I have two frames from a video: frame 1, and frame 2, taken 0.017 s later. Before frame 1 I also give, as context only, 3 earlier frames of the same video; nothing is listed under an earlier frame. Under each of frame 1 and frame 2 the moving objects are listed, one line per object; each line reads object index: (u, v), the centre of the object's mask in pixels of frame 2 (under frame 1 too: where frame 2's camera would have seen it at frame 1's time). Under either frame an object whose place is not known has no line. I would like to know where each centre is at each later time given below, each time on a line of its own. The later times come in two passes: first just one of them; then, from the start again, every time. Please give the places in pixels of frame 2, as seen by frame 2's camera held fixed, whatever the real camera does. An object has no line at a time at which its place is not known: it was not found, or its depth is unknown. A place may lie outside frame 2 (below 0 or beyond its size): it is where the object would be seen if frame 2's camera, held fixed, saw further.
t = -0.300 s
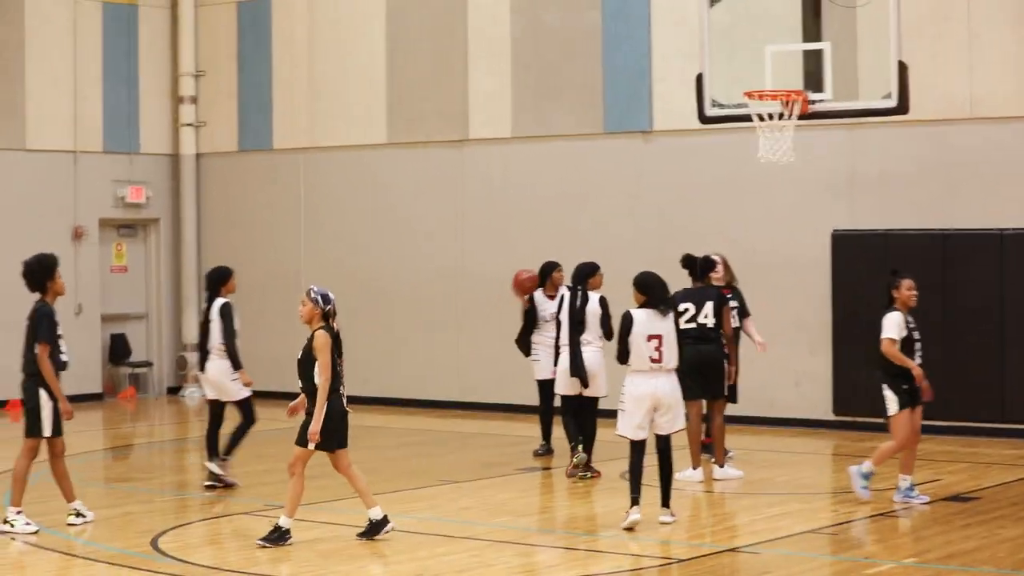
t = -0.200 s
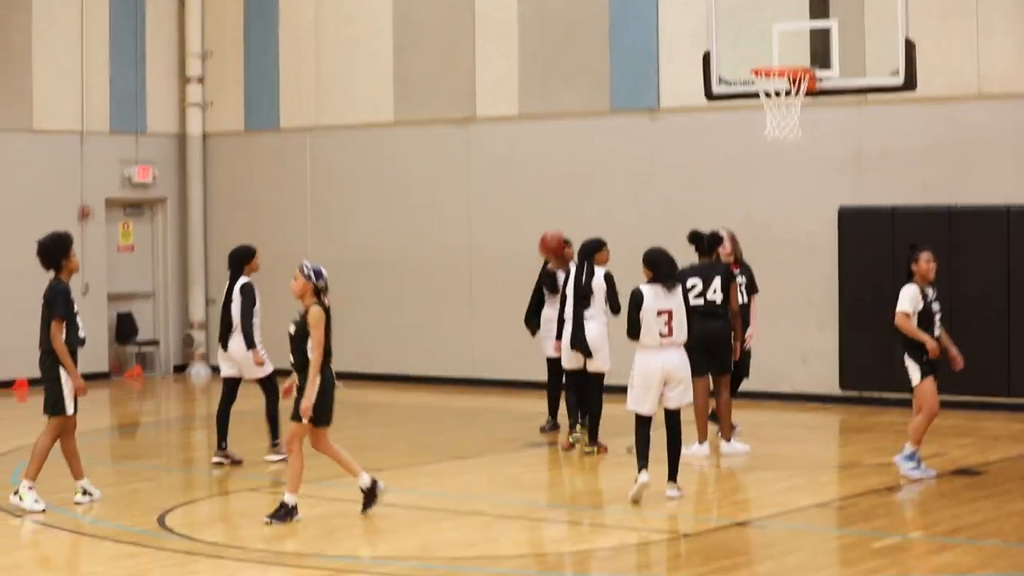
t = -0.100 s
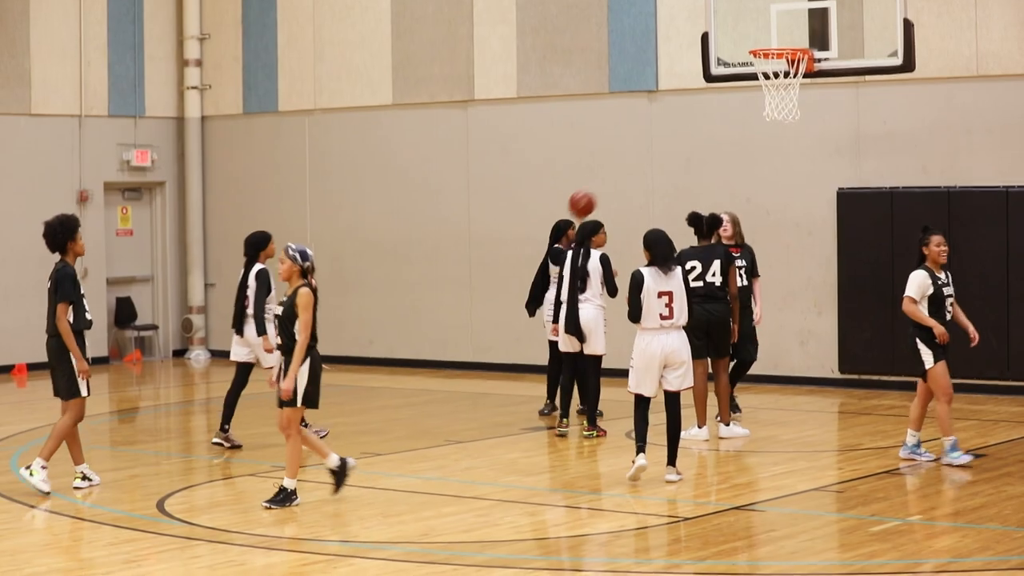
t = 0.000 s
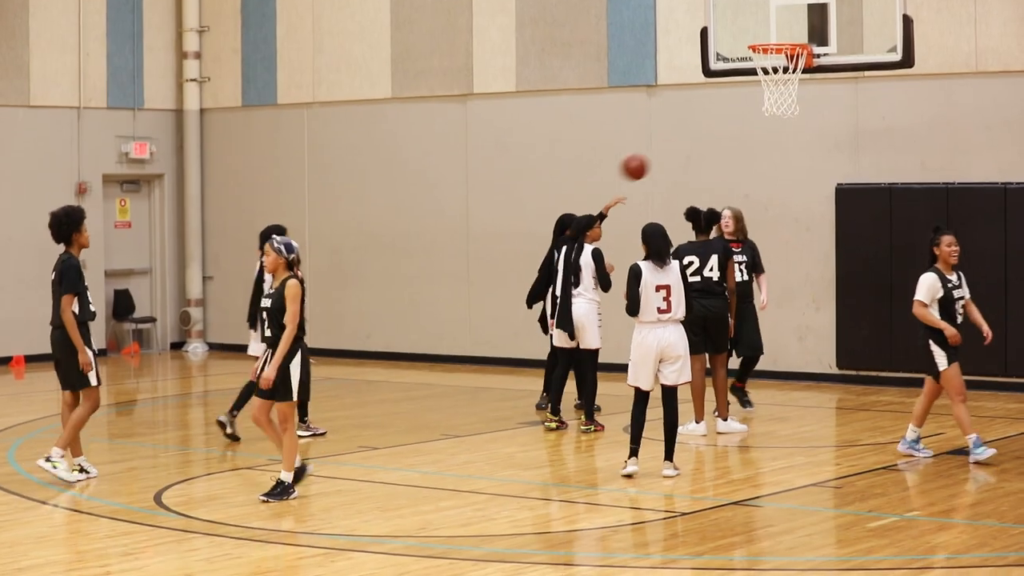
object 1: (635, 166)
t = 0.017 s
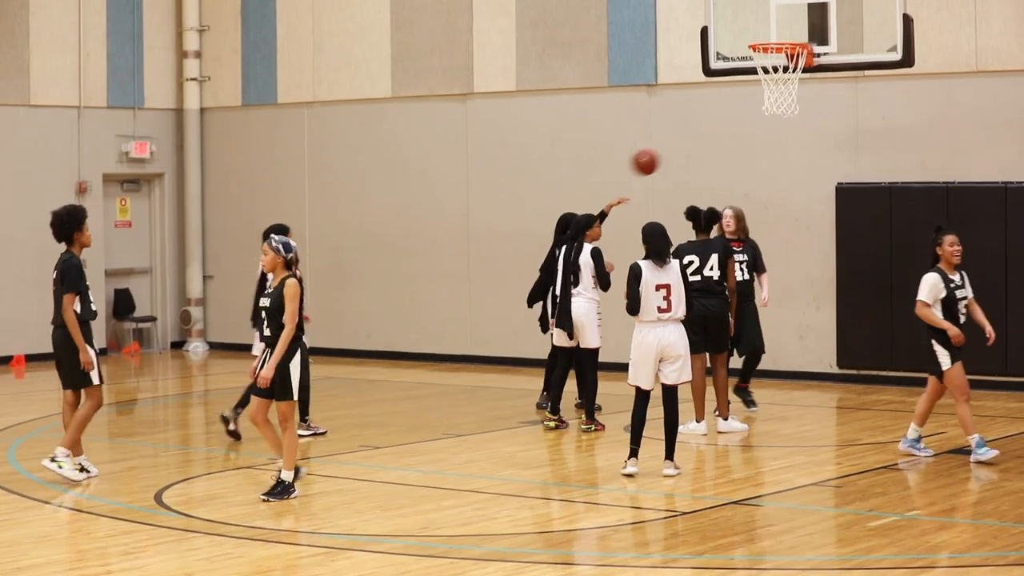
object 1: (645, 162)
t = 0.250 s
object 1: (789, 133)
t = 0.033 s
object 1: (655, 157)
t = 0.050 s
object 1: (666, 154)
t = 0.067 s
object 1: (675, 150)
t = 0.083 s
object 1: (686, 147)
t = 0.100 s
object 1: (696, 144)
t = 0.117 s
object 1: (706, 142)
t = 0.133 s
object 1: (717, 140)
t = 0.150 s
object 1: (727, 138)
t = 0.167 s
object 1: (737, 136)
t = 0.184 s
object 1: (748, 135)
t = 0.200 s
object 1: (758, 134)
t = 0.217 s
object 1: (768, 133)
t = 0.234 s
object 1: (779, 133)
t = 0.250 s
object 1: (789, 133)
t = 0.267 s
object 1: (799, 133)
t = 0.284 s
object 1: (810, 134)
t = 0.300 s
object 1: (819, 135)
